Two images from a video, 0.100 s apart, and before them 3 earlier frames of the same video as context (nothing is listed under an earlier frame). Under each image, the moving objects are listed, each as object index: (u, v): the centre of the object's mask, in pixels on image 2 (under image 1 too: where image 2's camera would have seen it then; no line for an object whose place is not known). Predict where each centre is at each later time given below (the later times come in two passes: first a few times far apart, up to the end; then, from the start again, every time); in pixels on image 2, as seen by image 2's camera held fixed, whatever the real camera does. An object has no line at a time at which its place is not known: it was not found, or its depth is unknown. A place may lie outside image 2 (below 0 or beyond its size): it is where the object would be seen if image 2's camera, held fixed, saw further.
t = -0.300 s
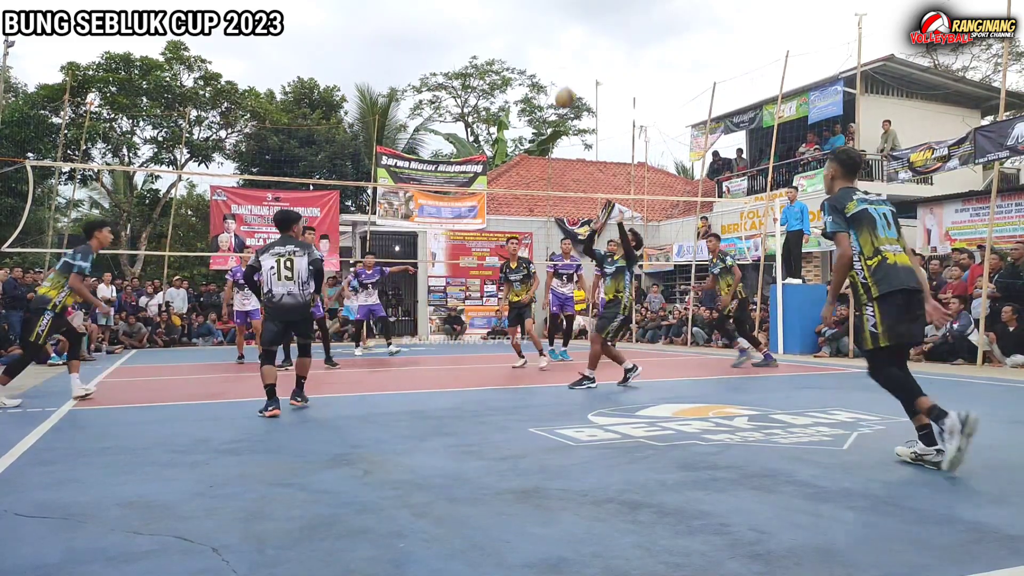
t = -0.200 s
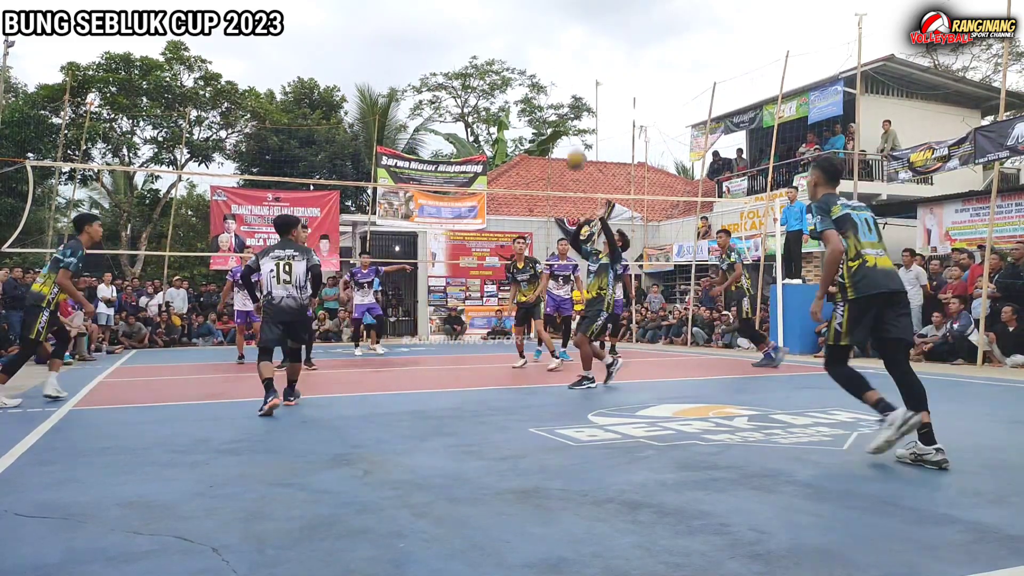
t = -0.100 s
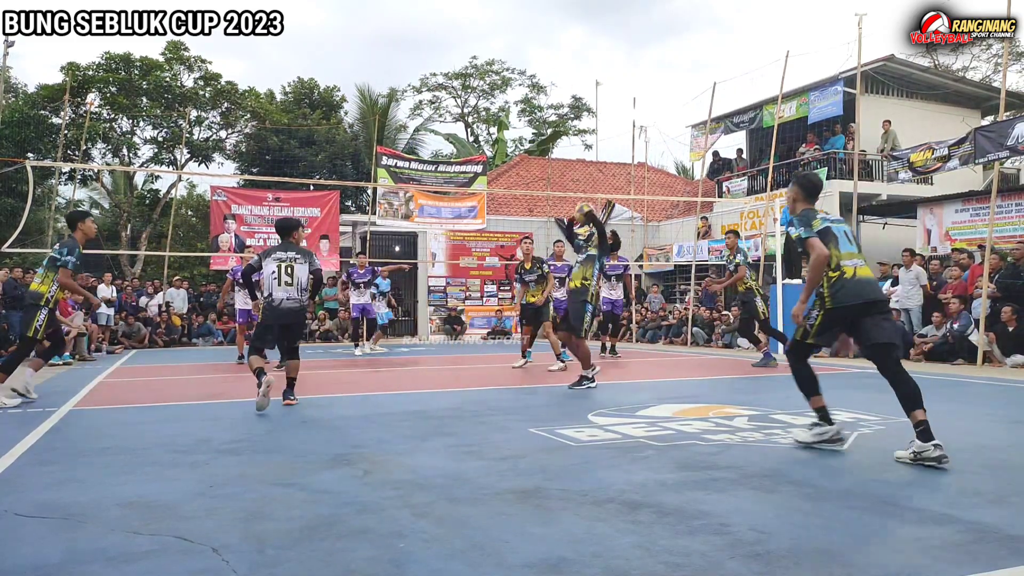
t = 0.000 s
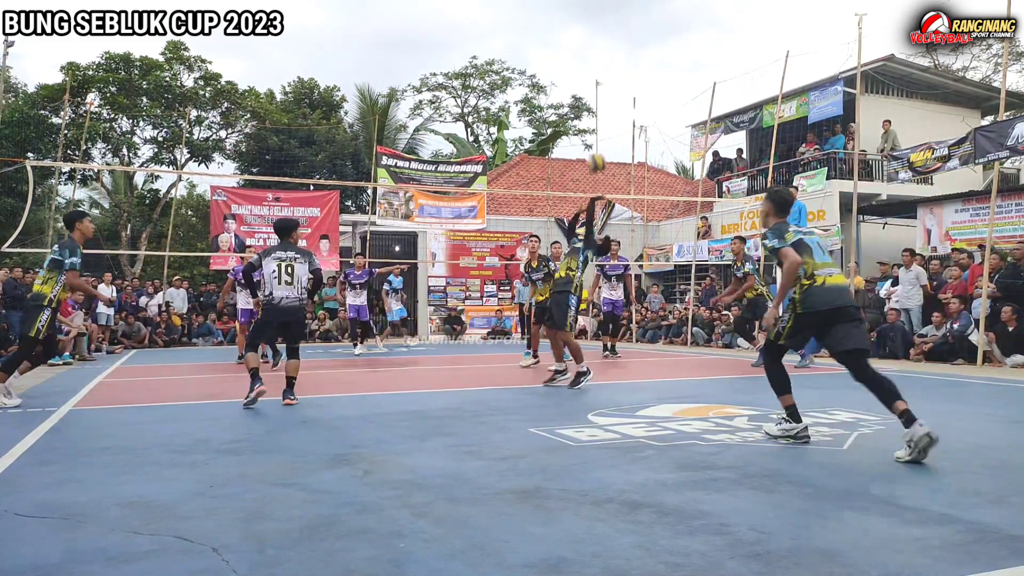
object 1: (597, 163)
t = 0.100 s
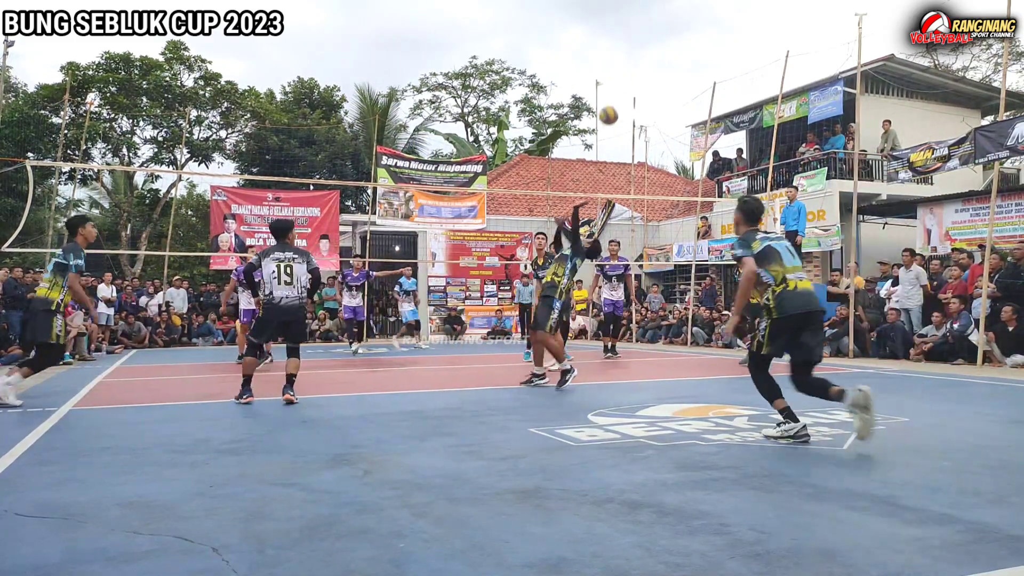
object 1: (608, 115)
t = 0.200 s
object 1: (620, 80)
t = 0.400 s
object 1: (642, 42)
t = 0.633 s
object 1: (663, 40)
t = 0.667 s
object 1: (666, 43)
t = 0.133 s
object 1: (613, 102)
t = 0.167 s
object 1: (616, 90)
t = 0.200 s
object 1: (620, 80)
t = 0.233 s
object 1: (624, 71)
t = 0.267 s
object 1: (628, 63)
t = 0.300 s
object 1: (631, 56)
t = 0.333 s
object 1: (635, 50)
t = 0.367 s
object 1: (638, 45)
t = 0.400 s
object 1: (642, 42)
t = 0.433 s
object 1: (645, 39)
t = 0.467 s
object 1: (648, 37)
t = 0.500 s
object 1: (651, 36)
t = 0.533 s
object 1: (654, 35)
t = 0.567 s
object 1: (657, 36)
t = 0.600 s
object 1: (660, 38)
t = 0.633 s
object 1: (663, 40)
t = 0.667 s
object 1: (666, 43)
